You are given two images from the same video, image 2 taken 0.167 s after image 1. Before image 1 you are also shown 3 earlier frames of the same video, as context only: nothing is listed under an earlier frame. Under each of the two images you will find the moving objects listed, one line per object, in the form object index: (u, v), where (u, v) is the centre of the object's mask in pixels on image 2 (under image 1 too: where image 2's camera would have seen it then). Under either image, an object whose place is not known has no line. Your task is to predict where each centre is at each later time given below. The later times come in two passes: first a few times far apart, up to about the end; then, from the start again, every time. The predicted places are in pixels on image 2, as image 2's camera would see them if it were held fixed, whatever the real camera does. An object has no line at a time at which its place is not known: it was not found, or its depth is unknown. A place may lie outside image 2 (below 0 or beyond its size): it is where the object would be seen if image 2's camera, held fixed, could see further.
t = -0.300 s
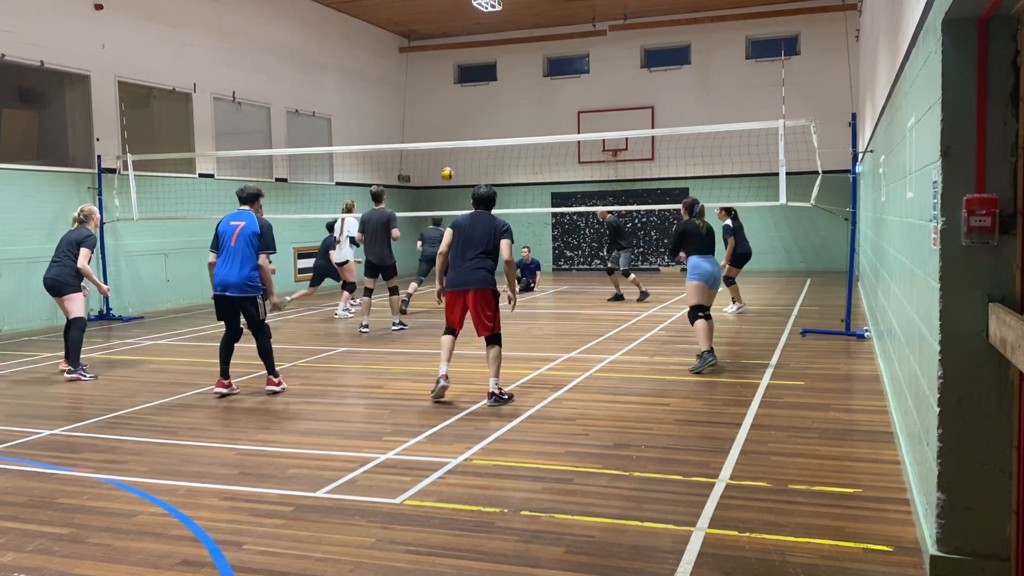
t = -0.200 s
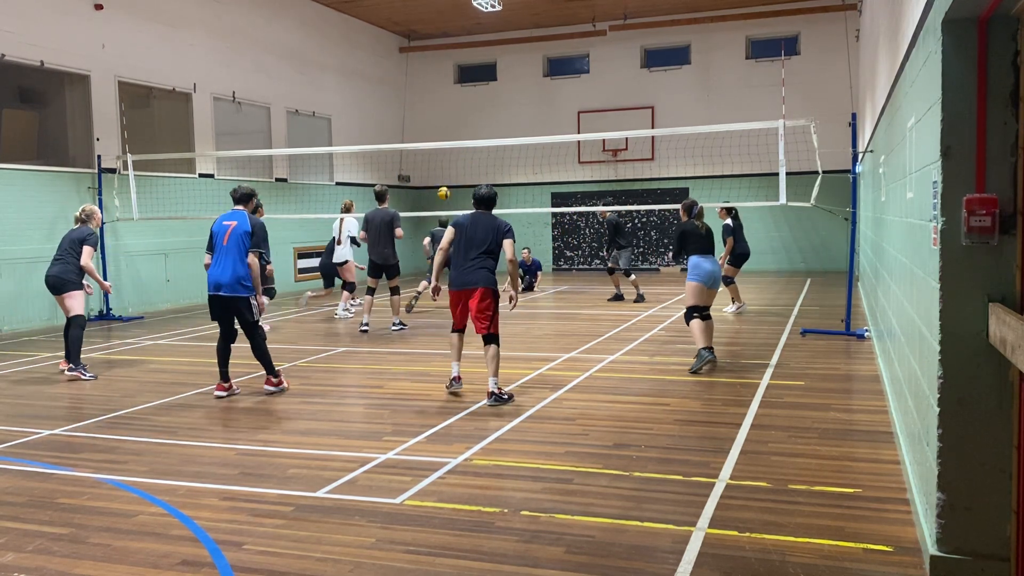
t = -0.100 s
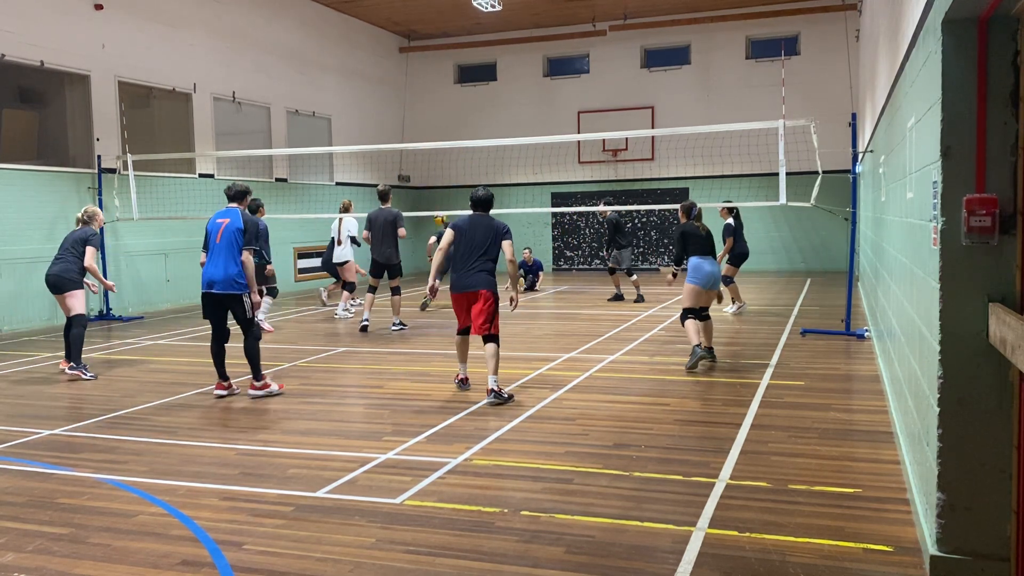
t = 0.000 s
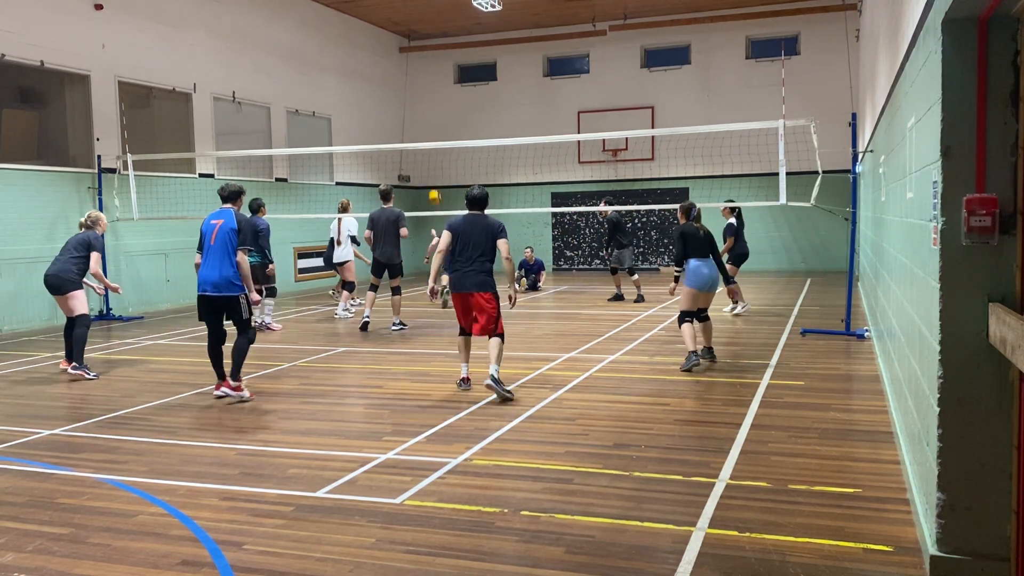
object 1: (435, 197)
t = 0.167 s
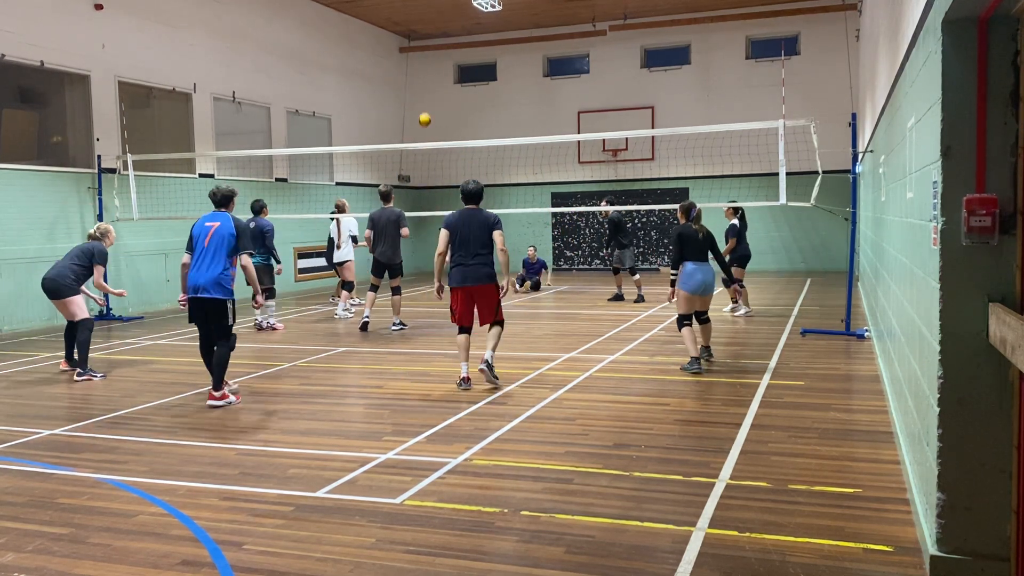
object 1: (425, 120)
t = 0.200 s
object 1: (423, 106)
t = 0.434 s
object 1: (411, 29)
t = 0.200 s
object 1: (423, 106)
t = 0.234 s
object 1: (421, 93)
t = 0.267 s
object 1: (419, 80)
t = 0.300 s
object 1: (418, 69)
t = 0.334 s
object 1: (416, 57)
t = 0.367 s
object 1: (414, 47)
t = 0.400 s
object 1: (413, 38)
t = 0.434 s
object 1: (411, 29)
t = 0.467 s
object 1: (410, 21)
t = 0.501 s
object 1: (408, 12)
